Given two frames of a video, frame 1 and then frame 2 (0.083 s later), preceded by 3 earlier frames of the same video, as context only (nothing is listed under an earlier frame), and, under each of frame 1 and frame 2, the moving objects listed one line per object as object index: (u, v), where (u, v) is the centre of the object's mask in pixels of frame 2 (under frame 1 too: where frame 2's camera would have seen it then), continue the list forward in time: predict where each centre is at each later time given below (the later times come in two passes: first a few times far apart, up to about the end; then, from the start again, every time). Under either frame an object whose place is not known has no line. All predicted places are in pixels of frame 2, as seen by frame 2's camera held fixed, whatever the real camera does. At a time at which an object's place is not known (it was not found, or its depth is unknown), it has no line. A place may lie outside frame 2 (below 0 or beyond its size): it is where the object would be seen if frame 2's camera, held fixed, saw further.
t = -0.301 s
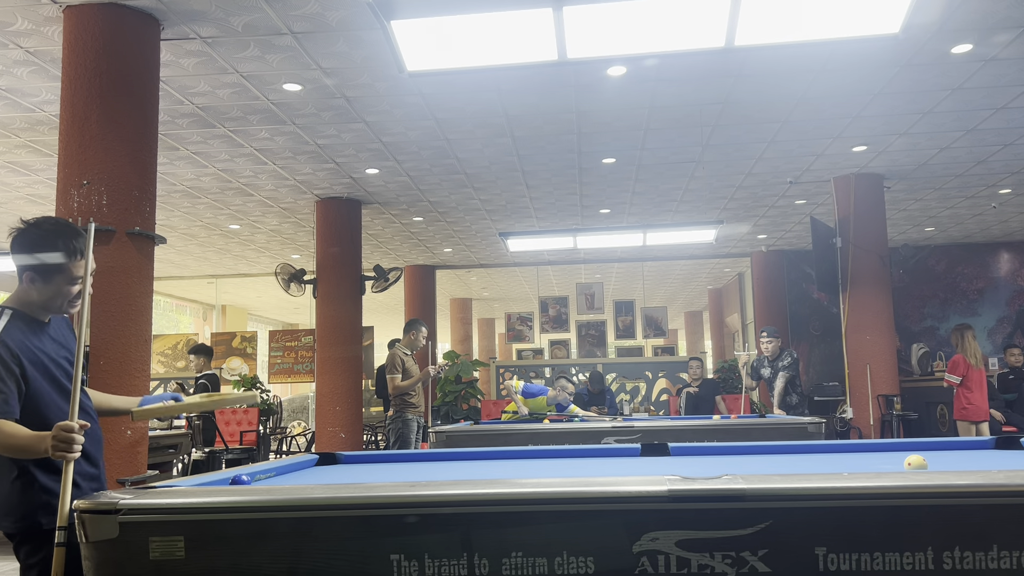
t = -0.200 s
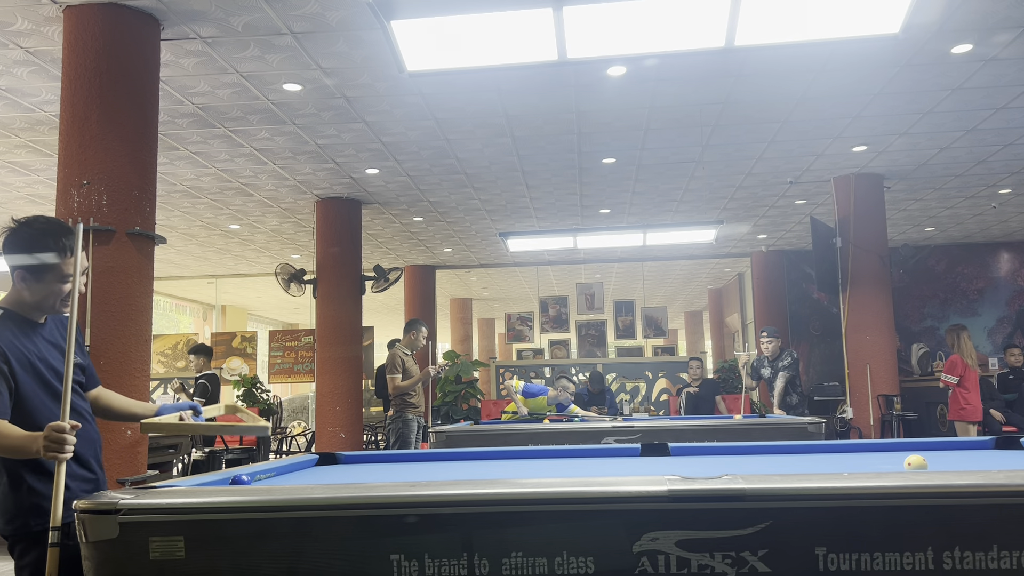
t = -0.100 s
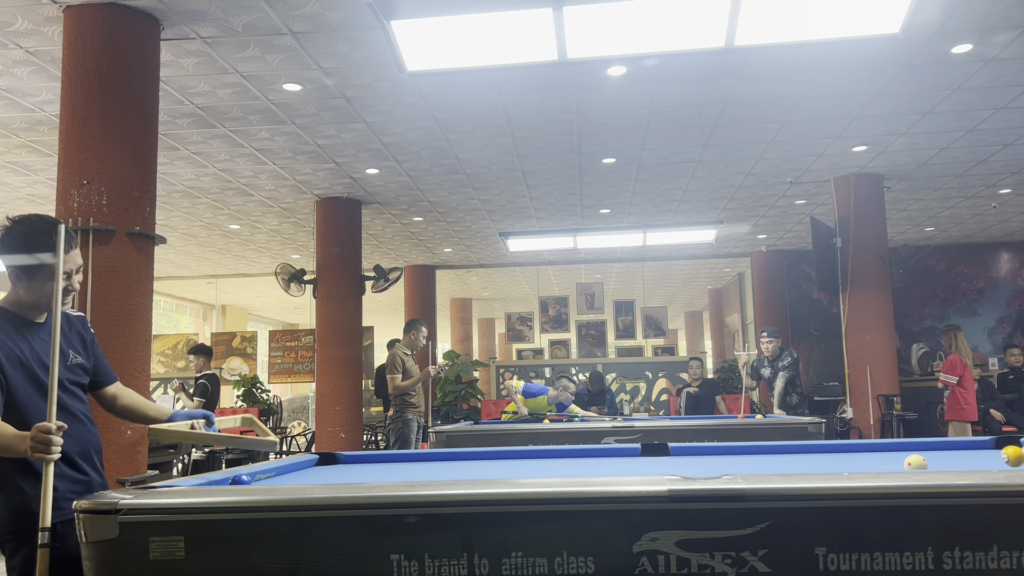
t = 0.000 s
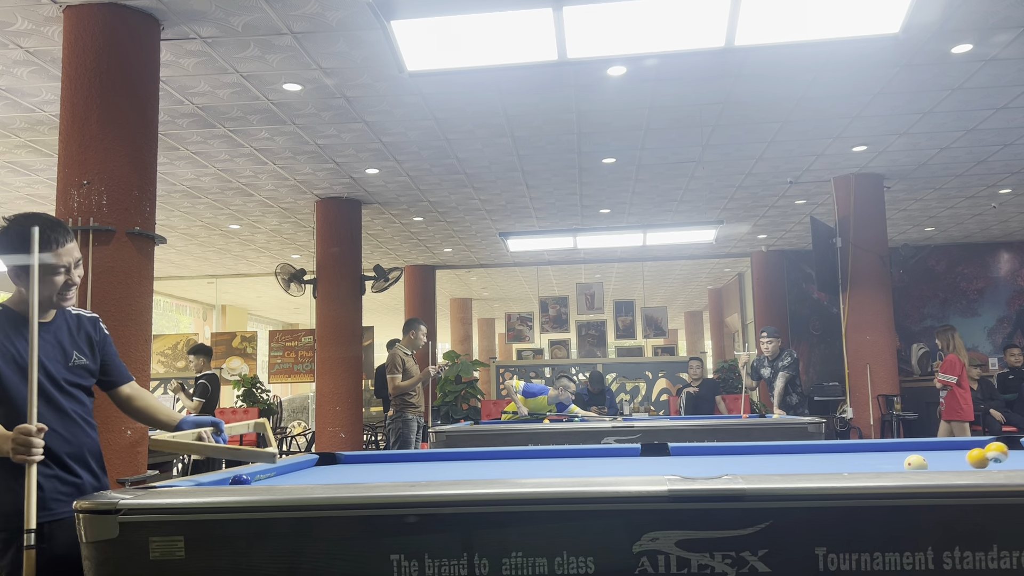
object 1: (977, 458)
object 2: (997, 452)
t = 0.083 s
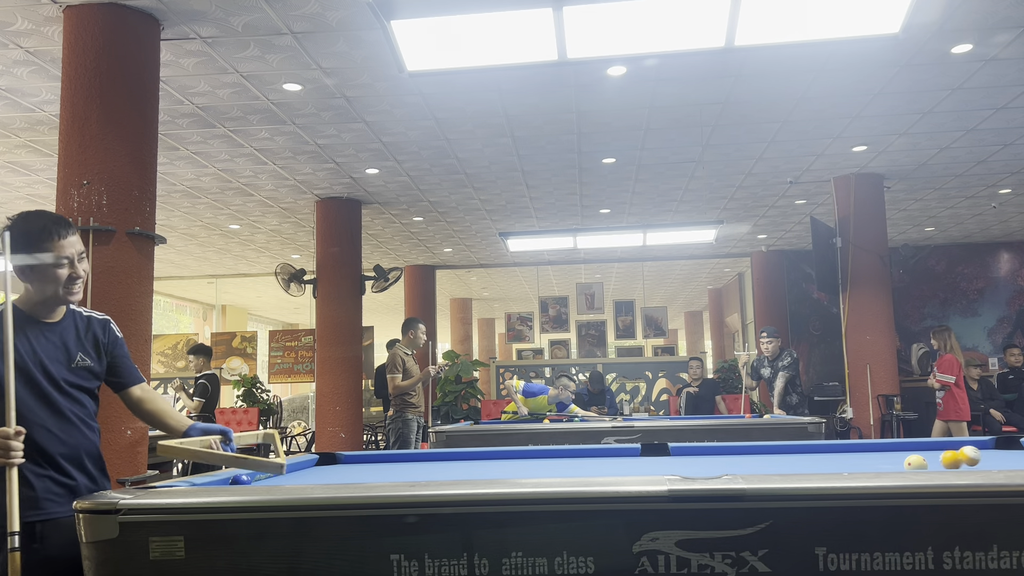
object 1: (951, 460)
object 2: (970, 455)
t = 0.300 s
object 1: (885, 460)
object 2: (903, 454)
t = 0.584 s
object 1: (807, 459)
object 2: (832, 455)
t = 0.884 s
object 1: (734, 458)
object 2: (765, 454)
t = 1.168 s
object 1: (672, 458)
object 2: (709, 452)
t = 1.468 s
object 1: (614, 457)
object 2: (658, 451)
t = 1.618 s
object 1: (588, 456)
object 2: (635, 450)
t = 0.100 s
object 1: (945, 459)
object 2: (965, 456)
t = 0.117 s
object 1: (940, 460)
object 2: (960, 458)
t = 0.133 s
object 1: (935, 460)
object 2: (955, 457)
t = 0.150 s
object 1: (932, 459)
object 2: (950, 457)
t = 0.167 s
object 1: (928, 458)
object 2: (944, 458)
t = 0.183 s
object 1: (920, 454)
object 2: (939, 457)
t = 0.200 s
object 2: (935, 457)
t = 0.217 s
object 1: (905, 456)
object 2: (931, 457)
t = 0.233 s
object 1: (901, 458)
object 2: (927, 455)
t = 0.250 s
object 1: (898, 459)
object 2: (921, 453)
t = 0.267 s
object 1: (894, 460)
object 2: (914, 452)
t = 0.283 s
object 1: (890, 460)
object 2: (908, 453)
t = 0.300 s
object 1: (885, 460)
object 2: (903, 454)
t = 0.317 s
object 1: (880, 460)
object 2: (900, 456)
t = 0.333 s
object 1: (875, 460)
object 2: (896, 456)
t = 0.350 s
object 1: (870, 460)
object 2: (891, 456)
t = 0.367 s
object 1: (865, 460)
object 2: (887, 456)
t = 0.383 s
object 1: (861, 460)
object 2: (882, 456)
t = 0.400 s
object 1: (856, 460)
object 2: (878, 456)
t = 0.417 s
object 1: (851, 460)
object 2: (874, 456)
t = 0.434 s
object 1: (847, 460)
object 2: (870, 456)
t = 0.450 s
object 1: (842, 460)
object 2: (865, 456)
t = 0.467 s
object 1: (838, 460)
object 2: (861, 456)
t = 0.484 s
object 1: (833, 460)
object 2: (857, 456)
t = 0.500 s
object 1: (829, 459)
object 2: (853, 456)
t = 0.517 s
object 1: (824, 459)
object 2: (848, 455)
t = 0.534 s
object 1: (820, 459)
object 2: (844, 455)
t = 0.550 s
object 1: (815, 459)
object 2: (840, 455)
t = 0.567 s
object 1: (811, 459)
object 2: (836, 455)
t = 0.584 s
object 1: (807, 459)
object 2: (832, 455)
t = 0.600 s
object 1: (802, 459)
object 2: (828, 455)
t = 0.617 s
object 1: (798, 459)
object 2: (824, 455)
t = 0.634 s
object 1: (794, 459)
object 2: (820, 455)
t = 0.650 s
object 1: (790, 459)
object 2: (816, 455)
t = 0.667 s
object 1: (785, 459)
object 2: (812, 455)
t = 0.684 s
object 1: (781, 459)
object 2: (808, 455)
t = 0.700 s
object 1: (777, 459)
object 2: (805, 455)
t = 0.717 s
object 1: (773, 459)
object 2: (801, 455)
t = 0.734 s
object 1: (769, 459)
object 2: (797, 454)
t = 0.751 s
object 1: (765, 459)
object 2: (793, 454)
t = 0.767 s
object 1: (761, 459)
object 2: (790, 454)
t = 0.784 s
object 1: (757, 459)
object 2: (786, 454)
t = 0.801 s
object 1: (753, 459)
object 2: (782, 454)
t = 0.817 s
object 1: (749, 458)
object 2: (779, 454)
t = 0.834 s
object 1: (745, 459)
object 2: (775, 454)
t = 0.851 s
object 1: (741, 458)
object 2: (771, 454)
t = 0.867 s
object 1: (737, 458)
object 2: (768, 454)
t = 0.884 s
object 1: (734, 458)
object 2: (765, 454)
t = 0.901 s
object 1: (730, 458)
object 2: (761, 454)
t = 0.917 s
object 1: (726, 458)
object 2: (758, 453)
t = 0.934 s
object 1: (722, 458)
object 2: (754, 453)
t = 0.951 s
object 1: (719, 458)
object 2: (751, 453)
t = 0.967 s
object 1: (715, 458)
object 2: (748, 453)
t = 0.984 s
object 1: (711, 458)
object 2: (744, 453)
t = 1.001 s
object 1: (708, 458)
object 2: (741, 453)
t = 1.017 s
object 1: (704, 458)
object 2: (738, 453)
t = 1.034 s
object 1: (700, 458)
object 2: (734, 453)
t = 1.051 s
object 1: (697, 458)
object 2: (731, 453)
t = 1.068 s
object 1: (693, 458)
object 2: (728, 453)
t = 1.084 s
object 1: (690, 458)
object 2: (725, 453)
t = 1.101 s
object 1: (686, 458)
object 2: (722, 453)
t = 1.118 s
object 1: (683, 458)
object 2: (719, 453)
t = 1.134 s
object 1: (679, 458)
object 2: (715, 452)
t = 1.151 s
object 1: (676, 458)
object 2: (712, 452)
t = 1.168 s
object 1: (672, 458)
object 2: (709, 452)
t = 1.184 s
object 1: (669, 457)
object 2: (706, 452)
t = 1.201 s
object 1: (665, 457)
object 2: (704, 452)
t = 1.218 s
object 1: (662, 457)
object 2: (701, 452)
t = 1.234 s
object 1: (659, 457)
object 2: (697, 452)
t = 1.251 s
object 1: (655, 457)
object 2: (694, 452)
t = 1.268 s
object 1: (652, 457)
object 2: (692, 452)
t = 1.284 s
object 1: (649, 457)
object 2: (689, 452)
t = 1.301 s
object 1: (645, 457)
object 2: (686, 451)
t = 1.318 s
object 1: (642, 457)
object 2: (683, 451)
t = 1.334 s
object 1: (639, 457)
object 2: (680, 451)
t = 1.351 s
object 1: (636, 457)
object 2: (677, 451)
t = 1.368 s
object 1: (633, 457)
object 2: (674, 451)
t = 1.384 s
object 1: (630, 457)
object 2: (672, 451)
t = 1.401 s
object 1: (627, 457)
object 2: (669, 451)
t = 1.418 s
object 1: (624, 457)
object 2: (666, 451)
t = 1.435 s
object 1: (620, 457)
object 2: (664, 451)
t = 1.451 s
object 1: (617, 457)
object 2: (661, 451)
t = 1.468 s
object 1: (614, 457)
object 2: (658, 451)
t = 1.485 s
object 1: (611, 457)
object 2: (656, 451)
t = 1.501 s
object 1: (608, 457)
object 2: (653, 451)
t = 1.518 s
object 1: (605, 457)
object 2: (650, 451)
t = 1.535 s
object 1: (602, 457)
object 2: (648, 450)
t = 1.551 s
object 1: (599, 457)
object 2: (645, 450)
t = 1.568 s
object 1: (596, 457)
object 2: (643, 450)
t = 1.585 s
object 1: (593, 456)
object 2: (640, 450)
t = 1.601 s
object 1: (590, 456)
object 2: (638, 450)
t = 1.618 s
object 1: (588, 456)
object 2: (635, 450)
